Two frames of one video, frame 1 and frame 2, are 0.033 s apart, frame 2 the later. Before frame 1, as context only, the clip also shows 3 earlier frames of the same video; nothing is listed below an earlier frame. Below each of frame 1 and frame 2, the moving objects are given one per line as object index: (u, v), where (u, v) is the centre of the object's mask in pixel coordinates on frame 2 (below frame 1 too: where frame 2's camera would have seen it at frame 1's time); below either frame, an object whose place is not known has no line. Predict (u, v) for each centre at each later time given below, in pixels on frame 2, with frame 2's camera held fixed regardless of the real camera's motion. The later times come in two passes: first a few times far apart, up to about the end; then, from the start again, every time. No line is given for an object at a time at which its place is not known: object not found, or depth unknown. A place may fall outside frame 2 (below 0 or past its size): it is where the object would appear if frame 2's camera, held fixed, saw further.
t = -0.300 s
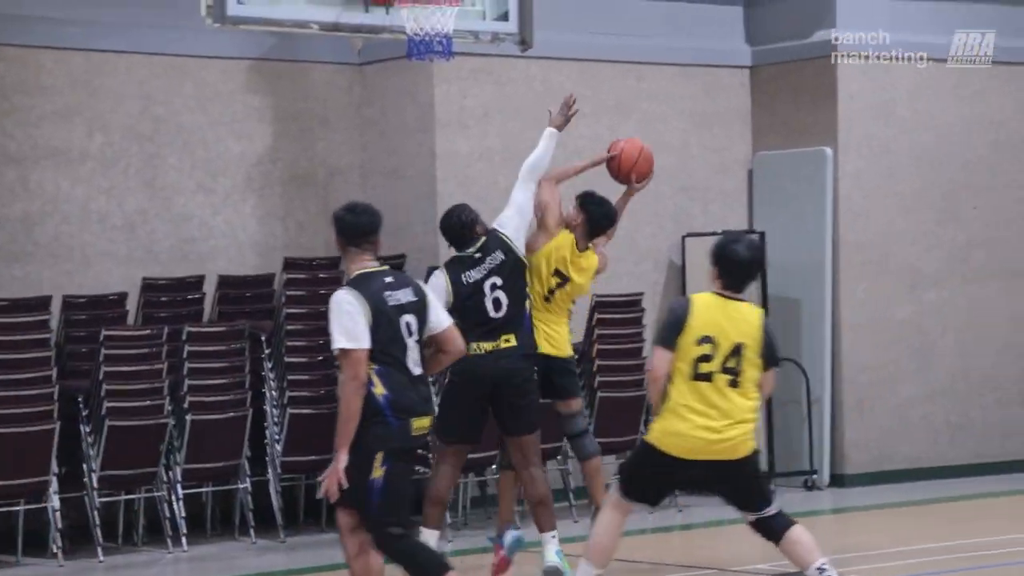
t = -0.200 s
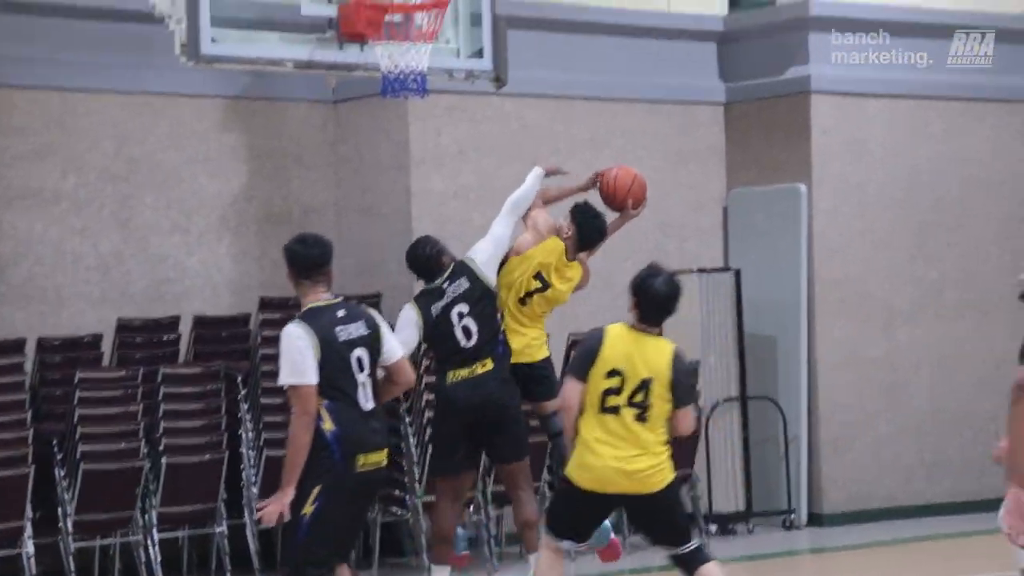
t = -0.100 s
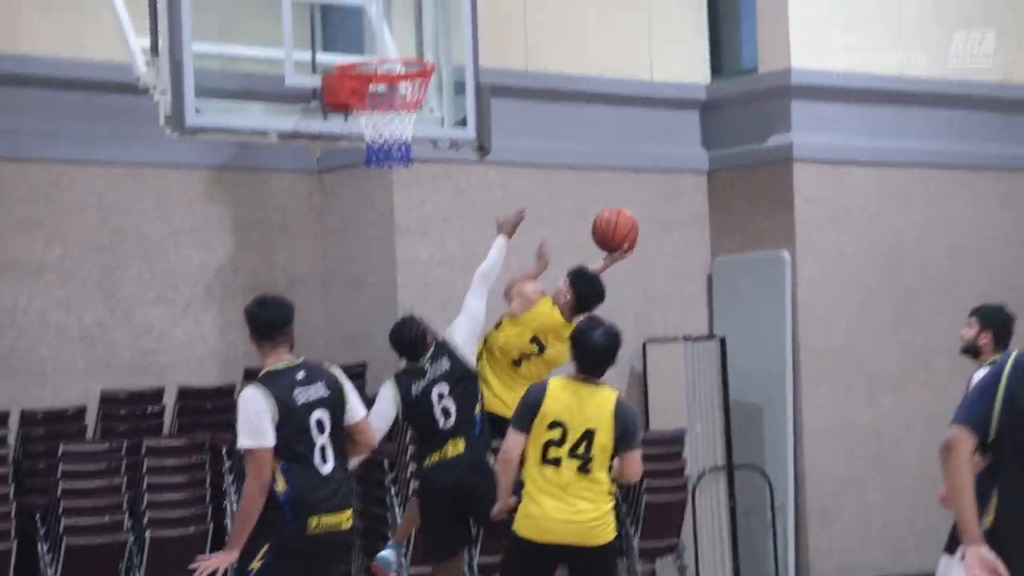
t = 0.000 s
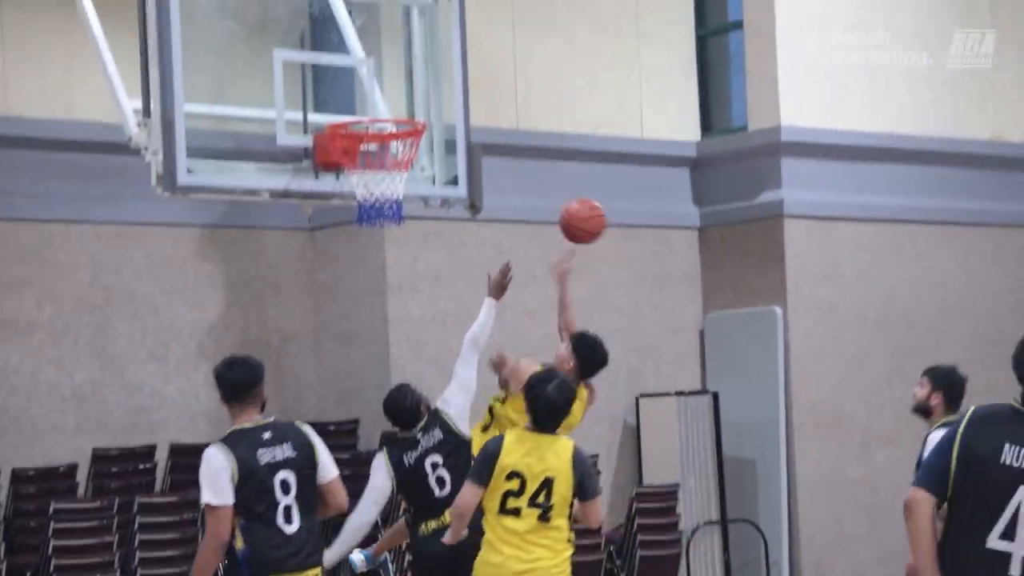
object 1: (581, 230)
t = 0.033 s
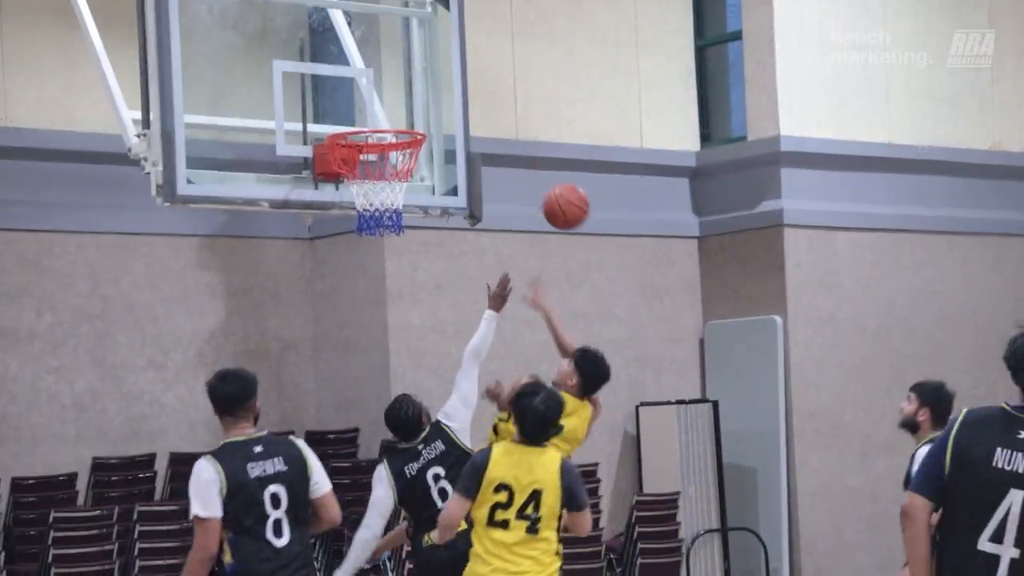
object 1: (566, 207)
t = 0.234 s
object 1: (472, 106)
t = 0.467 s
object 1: (367, 83)
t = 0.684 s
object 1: (364, 148)
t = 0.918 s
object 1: (395, 232)
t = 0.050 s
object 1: (558, 196)
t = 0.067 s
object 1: (551, 184)
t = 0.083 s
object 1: (543, 174)
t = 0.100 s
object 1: (535, 164)
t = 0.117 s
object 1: (527, 156)
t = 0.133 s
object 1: (520, 147)
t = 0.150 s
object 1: (511, 139)
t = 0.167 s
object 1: (503, 131)
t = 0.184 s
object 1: (495, 124)
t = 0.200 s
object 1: (487, 118)
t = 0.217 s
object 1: (480, 111)
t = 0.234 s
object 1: (472, 106)
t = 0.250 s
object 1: (464, 101)
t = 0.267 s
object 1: (456, 96)
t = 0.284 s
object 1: (448, 92)
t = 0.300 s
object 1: (441, 89)
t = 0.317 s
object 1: (432, 86)
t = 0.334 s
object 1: (424, 83)
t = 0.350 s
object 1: (417, 81)
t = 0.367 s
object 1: (409, 80)
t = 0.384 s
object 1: (401, 79)
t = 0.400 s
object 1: (393, 78)
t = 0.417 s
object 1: (386, 79)
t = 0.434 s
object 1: (378, 79)
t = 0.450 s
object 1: (370, 80)
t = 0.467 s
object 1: (367, 83)
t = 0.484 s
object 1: (366, 85)
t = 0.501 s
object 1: (365, 88)
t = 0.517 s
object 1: (365, 92)
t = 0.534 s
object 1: (364, 96)
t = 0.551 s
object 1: (363, 101)
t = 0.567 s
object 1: (362, 105)
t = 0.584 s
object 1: (362, 110)
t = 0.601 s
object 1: (361, 118)
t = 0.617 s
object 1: (360, 117)
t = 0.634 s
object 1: (361, 130)
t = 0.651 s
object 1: (362, 137)
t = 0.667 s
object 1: (367, 140)
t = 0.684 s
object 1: (364, 148)
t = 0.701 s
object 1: (365, 156)
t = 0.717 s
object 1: (365, 162)
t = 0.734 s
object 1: (365, 168)
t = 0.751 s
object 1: (368, 176)
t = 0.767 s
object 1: (370, 182)
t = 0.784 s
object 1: (371, 188)
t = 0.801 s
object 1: (373, 189)
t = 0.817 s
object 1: (375, 199)
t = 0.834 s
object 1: (380, 210)
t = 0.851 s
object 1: (383, 213)
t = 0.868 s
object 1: (386, 215)
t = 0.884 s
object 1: (389, 220)
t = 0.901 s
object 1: (392, 226)
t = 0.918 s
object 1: (395, 232)
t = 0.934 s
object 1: (397, 241)
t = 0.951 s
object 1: (401, 248)
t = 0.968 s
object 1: (404, 257)
